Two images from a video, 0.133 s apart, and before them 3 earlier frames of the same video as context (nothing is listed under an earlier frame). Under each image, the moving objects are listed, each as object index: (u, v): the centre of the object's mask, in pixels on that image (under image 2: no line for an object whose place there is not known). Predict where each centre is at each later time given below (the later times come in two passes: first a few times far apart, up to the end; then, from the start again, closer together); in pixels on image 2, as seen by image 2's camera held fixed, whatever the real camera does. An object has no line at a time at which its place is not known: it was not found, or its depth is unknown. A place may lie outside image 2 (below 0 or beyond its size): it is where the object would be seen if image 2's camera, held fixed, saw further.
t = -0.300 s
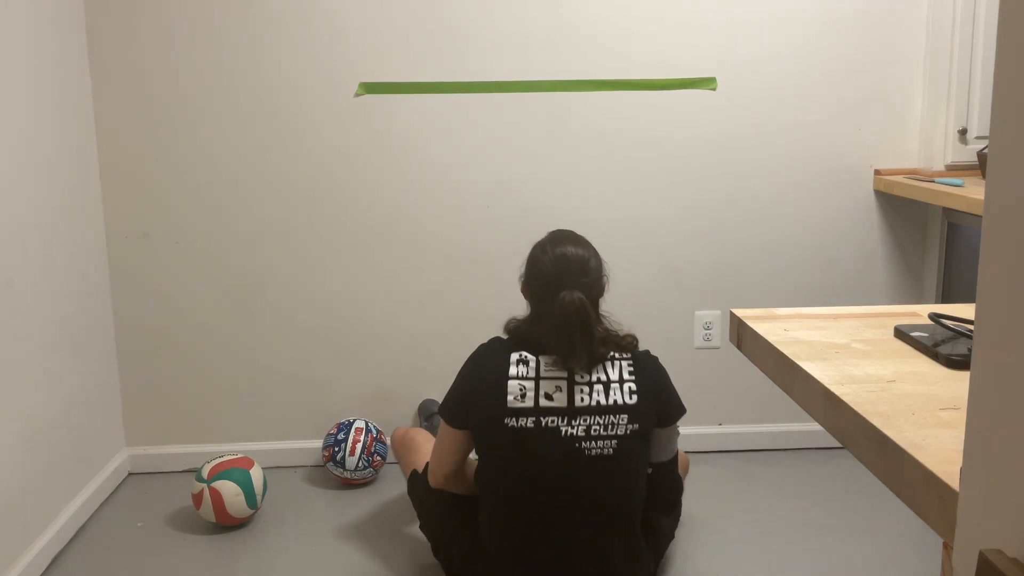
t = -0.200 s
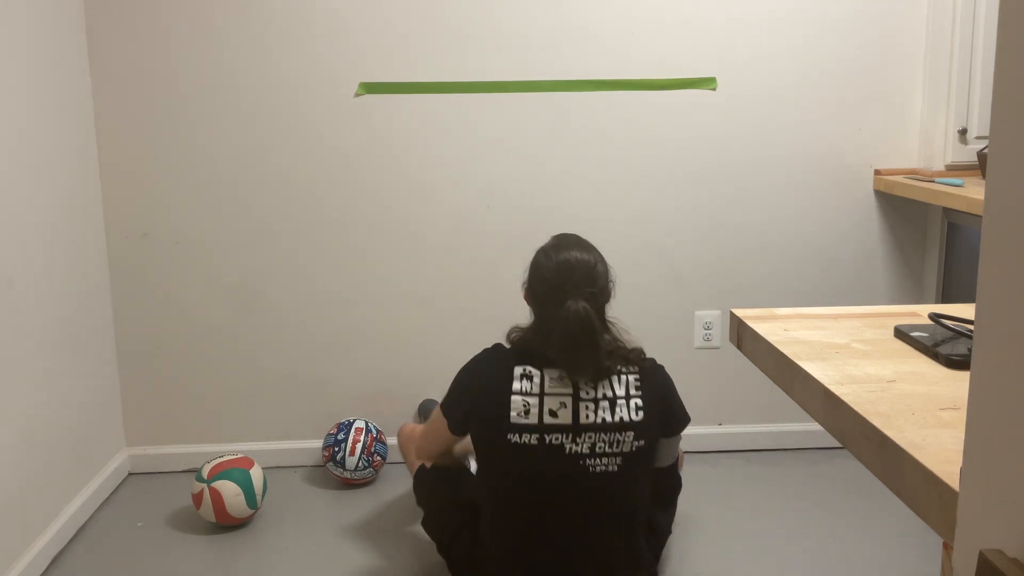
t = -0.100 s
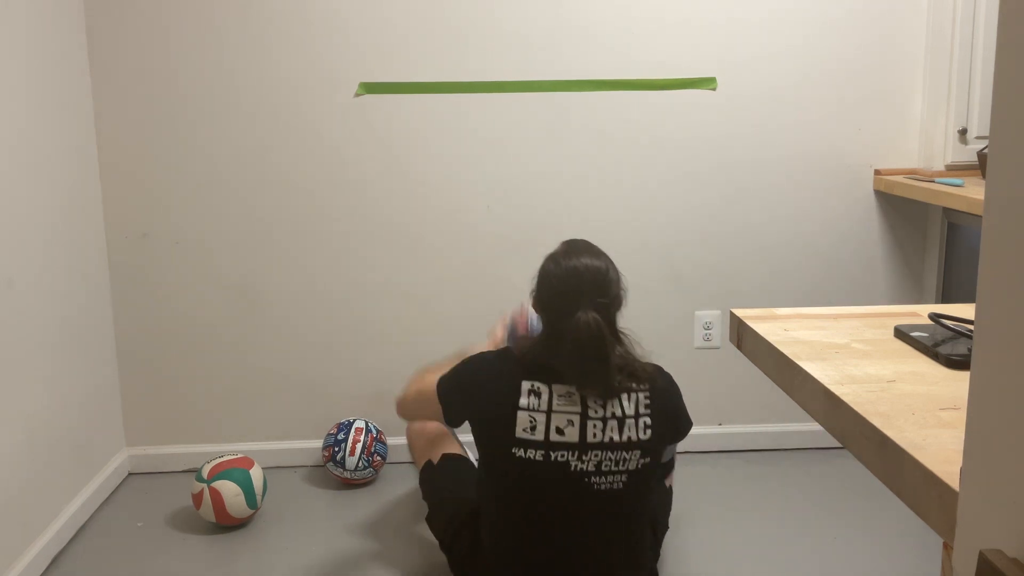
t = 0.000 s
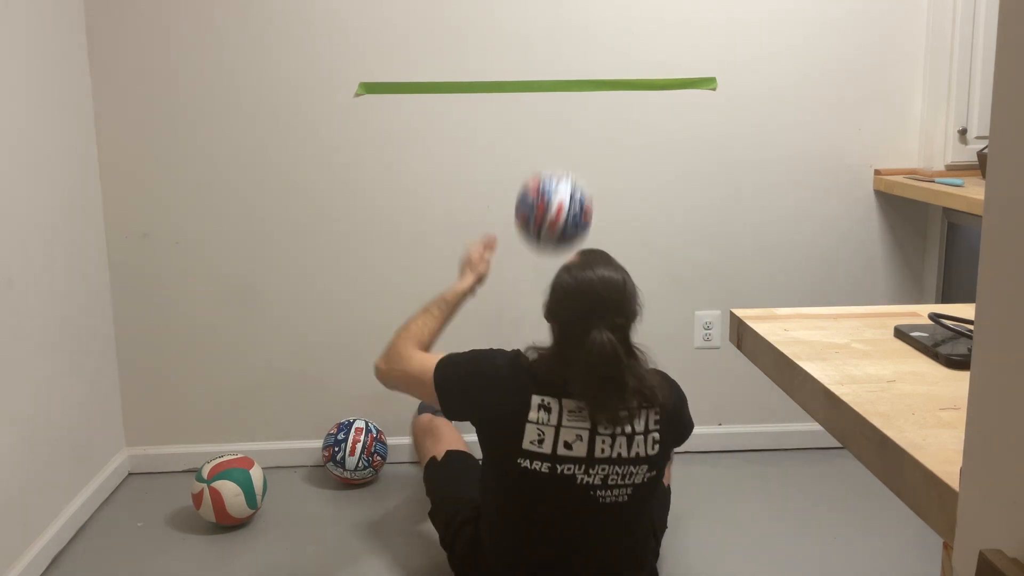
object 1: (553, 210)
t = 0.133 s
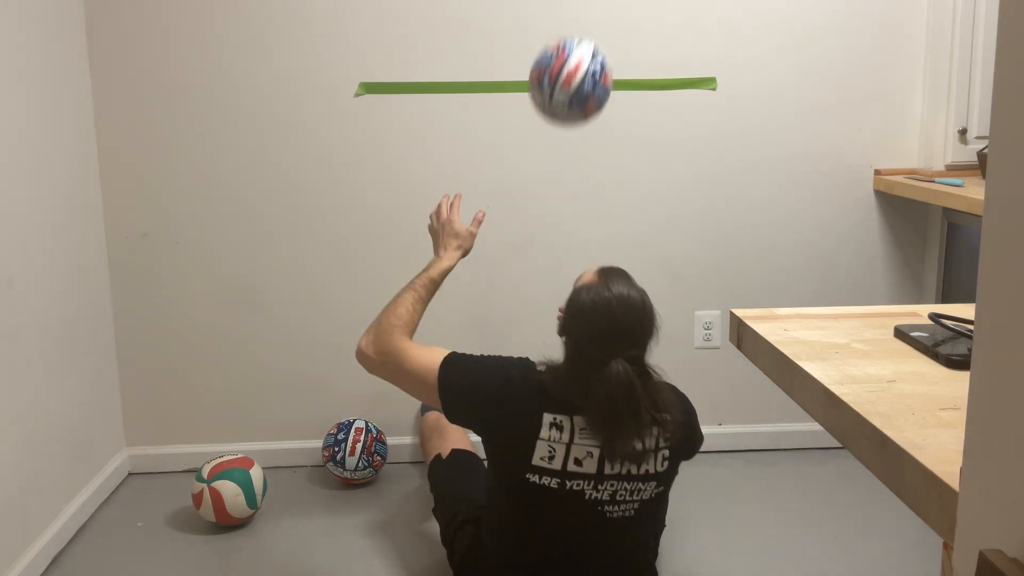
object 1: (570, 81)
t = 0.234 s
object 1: (584, 31)
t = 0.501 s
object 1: (623, 70)
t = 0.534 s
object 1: (628, 101)
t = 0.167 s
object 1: (575, 57)
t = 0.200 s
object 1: (579, 39)
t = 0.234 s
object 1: (584, 31)
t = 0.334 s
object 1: (597, 22)
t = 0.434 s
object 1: (613, 35)
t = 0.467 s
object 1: (618, 47)
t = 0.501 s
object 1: (623, 70)
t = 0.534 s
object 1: (628, 101)
